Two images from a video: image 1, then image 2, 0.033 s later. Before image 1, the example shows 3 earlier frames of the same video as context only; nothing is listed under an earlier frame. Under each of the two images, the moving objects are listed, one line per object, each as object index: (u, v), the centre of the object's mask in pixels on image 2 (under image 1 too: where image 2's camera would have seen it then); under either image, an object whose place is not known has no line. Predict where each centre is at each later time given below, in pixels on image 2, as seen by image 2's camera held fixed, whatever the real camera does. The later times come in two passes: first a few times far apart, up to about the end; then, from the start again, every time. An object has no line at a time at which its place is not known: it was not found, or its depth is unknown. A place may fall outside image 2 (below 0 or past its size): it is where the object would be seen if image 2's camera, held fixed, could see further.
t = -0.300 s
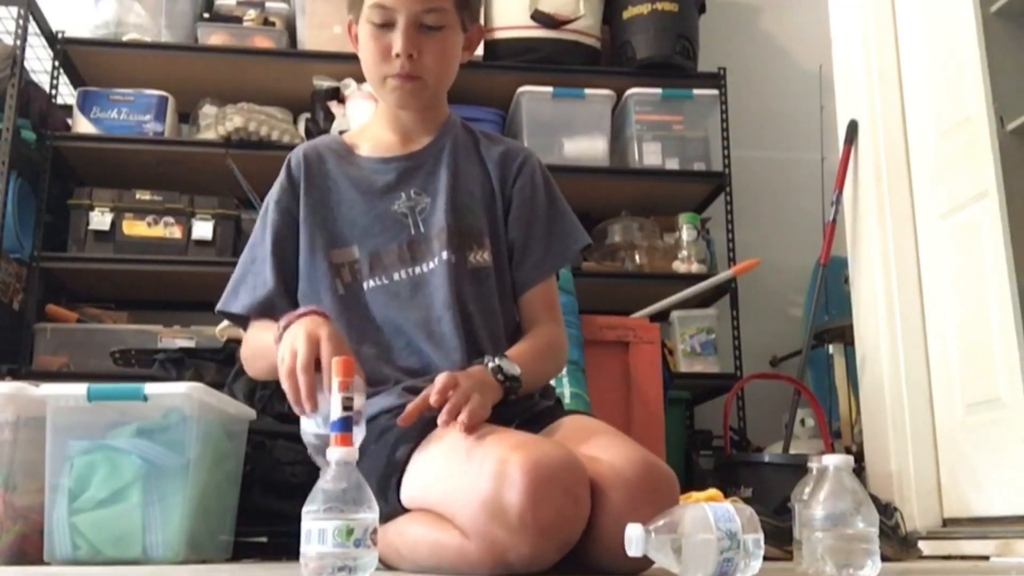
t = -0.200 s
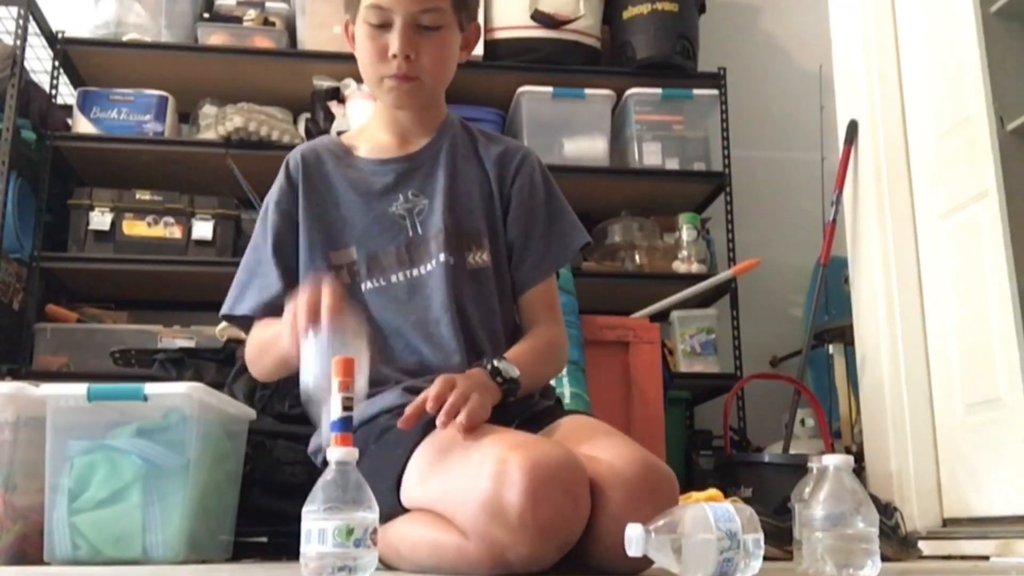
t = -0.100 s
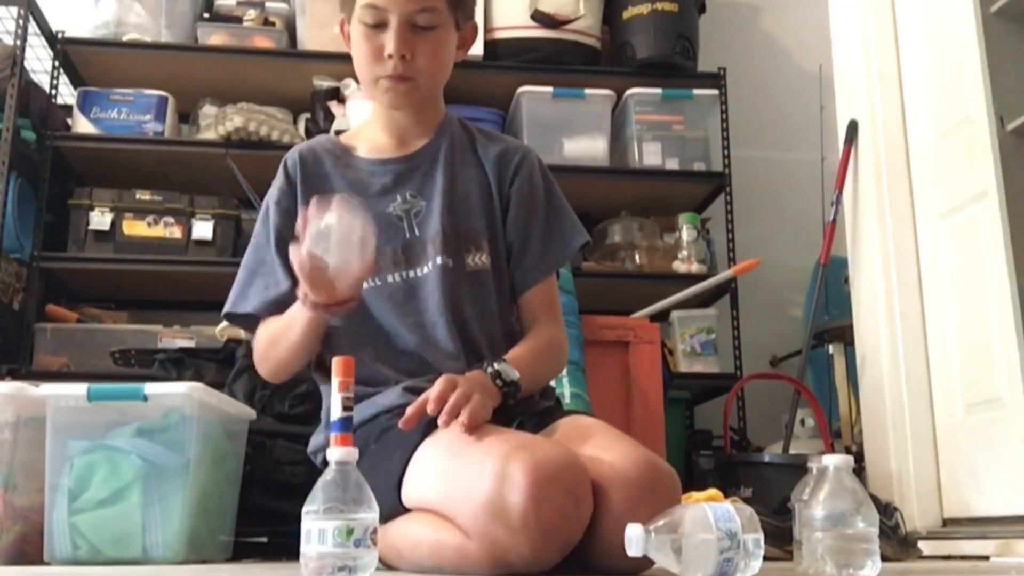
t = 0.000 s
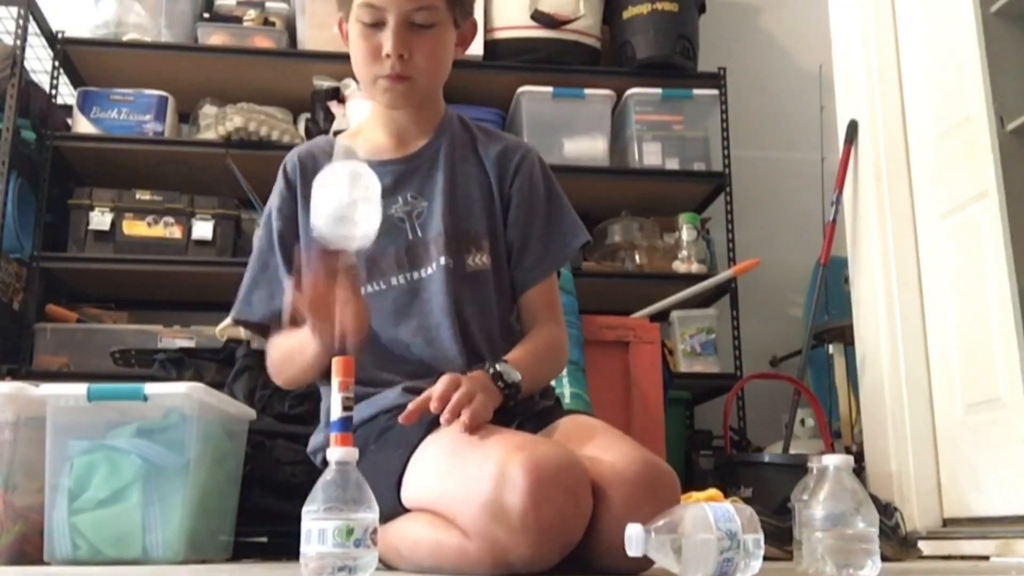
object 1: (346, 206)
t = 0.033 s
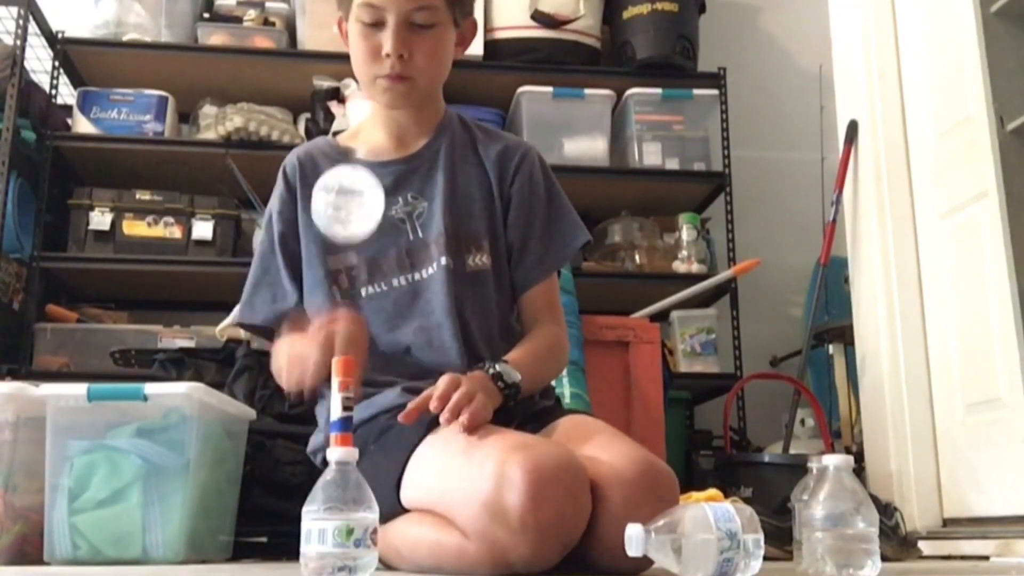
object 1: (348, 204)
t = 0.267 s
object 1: (350, 284)
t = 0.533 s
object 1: (357, 285)
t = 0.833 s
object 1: (350, 285)
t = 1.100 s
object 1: (353, 285)
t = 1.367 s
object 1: (352, 285)
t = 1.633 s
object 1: (351, 285)
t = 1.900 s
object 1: (352, 285)
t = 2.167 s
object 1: (352, 285)
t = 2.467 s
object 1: (352, 285)
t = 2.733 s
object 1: (352, 285)
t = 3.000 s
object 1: (352, 285)
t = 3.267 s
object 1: (352, 285)
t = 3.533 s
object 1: (352, 285)
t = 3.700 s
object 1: (352, 285)
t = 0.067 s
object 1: (347, 222)
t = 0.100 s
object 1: (347, 249)
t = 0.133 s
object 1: (346, 276)
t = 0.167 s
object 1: (346, 284)
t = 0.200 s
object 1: (346, 284)
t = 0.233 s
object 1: (347, 284)
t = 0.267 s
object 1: (350, 284)
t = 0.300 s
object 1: (352, 285)
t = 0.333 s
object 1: (352, 285)
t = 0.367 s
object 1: (351, 285)
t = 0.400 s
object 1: (352, 284)
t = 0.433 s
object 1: (354, 284)
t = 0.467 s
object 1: (356, 285)
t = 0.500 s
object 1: (357, 285)
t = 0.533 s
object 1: (357, 285)
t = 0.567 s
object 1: (357, 286)
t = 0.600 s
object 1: (356, 285)
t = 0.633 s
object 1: (355, 285)
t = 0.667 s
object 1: (353, 286)
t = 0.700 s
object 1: (352, 286)
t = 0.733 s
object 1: (351, 285)
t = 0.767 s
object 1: (350, 285)
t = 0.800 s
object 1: (350, 285)
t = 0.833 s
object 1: (350, 285)
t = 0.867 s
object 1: (351, 285)
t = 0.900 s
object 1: (352, 285)
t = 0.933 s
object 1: (353, 285)
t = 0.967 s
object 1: (354, 285)
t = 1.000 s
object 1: (354, 285)
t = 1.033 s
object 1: (355, 285)
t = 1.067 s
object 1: (354, 285)
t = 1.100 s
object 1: (353, 285)
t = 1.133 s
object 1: (352, 285)
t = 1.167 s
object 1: (351, 285)
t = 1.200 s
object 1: (351, 285)
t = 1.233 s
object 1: (351, 285)
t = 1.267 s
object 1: (351, 285)
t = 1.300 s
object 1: (351, 285)
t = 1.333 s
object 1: (352, 285)
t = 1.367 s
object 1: (352, 285)
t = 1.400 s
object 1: (353, 285)
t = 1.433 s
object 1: (353, 285)
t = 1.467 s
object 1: (353, 285)
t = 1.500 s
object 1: (353, 285)
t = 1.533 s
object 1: (352, 285)
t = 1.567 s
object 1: (351, 285)
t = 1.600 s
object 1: (351, 285)
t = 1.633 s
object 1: (351, 285)
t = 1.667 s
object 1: (351, 285)
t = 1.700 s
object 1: (351, 285)
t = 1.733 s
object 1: (352, 285)
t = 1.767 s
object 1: (352, 285)
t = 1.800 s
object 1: (352, 285)
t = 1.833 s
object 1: (353, 285)
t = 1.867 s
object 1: (352, 285)
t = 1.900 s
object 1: (352, 285)
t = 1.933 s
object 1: (351, 285)
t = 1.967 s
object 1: (352, 285)
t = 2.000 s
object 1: (351, 285)
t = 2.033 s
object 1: (351, 285)
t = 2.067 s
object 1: (351, 285)
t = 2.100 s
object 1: (352, 285)
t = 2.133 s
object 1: (352, 285)
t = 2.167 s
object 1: (352, 285)
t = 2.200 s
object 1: (352, 285)
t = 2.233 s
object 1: (352, 285)
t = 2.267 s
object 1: (352, 285)
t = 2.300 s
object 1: (351, 285)
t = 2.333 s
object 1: (351, 285)
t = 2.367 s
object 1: (351, 285)
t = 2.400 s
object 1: (351, 285)
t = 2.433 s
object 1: (351, 285)
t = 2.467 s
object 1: (352, 285)
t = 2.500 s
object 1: (352, 285)
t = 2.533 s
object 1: (352, 285)
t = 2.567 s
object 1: (352, 285)
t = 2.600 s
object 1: (352, 285)
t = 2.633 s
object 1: (352, 285)
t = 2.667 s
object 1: (351, 285)
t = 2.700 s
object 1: (352, 285)
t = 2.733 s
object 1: (352, 285)
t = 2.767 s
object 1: (352, 285)
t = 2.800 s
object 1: (352, 285)
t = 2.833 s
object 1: (352, 285)
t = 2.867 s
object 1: (352, 285)
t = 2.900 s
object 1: (352, 285)
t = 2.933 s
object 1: (352, 285)
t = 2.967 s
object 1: (352, 285)
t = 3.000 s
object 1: (352, 285)
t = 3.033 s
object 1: (352, 285)
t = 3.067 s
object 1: (352, 285)
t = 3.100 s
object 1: (352, 285)
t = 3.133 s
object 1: (352, 285)
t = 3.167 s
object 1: (352, 285)
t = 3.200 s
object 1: (352, 285)
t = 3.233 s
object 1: (352, 285)
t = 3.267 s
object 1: (352, 285)
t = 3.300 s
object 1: (352, 285)
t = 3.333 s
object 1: (352, 285)
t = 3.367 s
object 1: (352, 285)
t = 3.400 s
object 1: (352, 285)
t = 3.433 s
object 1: (352, 285)
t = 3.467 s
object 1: (352, 285)
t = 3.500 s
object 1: (352, 285)
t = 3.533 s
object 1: (352, 285)
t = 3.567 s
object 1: (352, 285)
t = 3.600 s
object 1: (352, 285)
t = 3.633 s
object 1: (352, 285)
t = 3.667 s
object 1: (352, 285)
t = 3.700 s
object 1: (352, 285)
